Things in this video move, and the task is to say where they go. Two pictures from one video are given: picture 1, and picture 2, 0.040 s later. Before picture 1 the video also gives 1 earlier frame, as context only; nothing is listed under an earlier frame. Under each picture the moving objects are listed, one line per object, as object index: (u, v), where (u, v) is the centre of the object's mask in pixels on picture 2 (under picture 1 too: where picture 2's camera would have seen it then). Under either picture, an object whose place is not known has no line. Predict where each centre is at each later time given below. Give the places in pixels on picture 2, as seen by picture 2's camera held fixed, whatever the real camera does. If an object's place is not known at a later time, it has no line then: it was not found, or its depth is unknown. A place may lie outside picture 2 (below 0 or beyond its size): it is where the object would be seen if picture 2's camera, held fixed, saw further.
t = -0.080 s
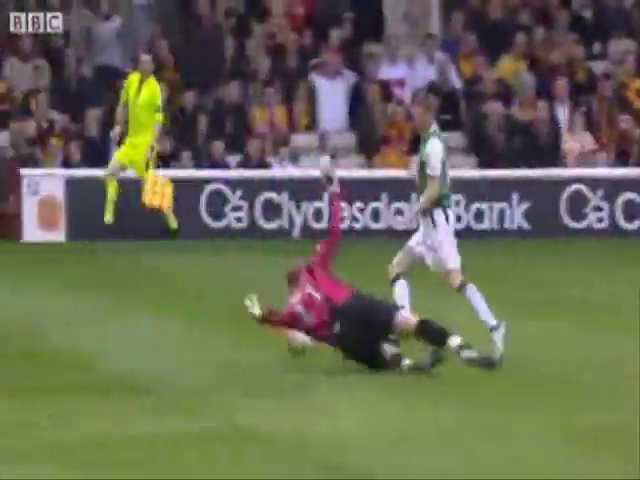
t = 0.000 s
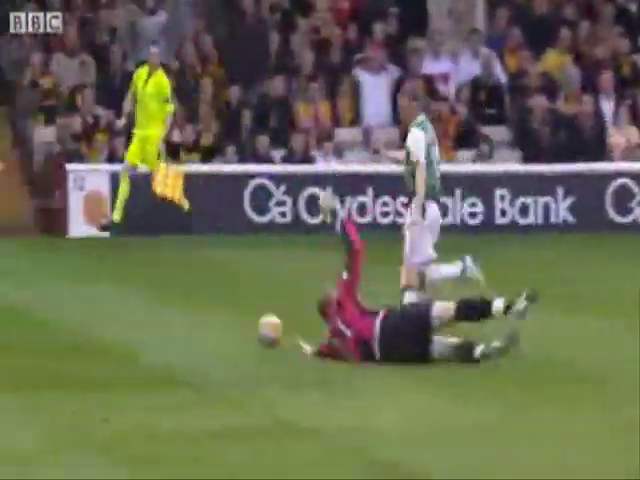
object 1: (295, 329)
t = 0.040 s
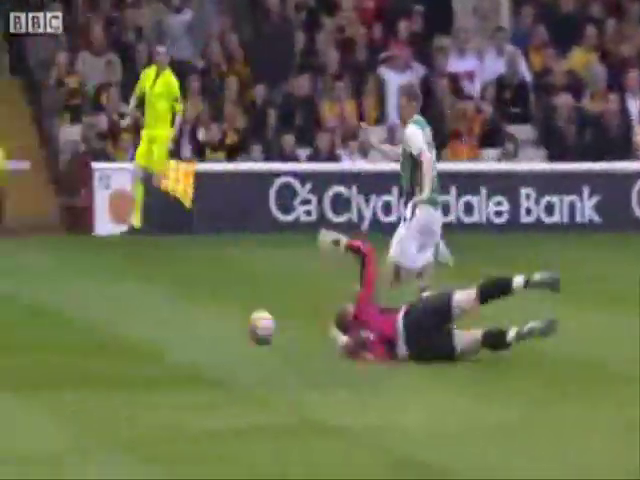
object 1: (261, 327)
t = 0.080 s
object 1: (227, 327)
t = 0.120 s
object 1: (196, 330)
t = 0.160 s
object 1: (165, 328)
